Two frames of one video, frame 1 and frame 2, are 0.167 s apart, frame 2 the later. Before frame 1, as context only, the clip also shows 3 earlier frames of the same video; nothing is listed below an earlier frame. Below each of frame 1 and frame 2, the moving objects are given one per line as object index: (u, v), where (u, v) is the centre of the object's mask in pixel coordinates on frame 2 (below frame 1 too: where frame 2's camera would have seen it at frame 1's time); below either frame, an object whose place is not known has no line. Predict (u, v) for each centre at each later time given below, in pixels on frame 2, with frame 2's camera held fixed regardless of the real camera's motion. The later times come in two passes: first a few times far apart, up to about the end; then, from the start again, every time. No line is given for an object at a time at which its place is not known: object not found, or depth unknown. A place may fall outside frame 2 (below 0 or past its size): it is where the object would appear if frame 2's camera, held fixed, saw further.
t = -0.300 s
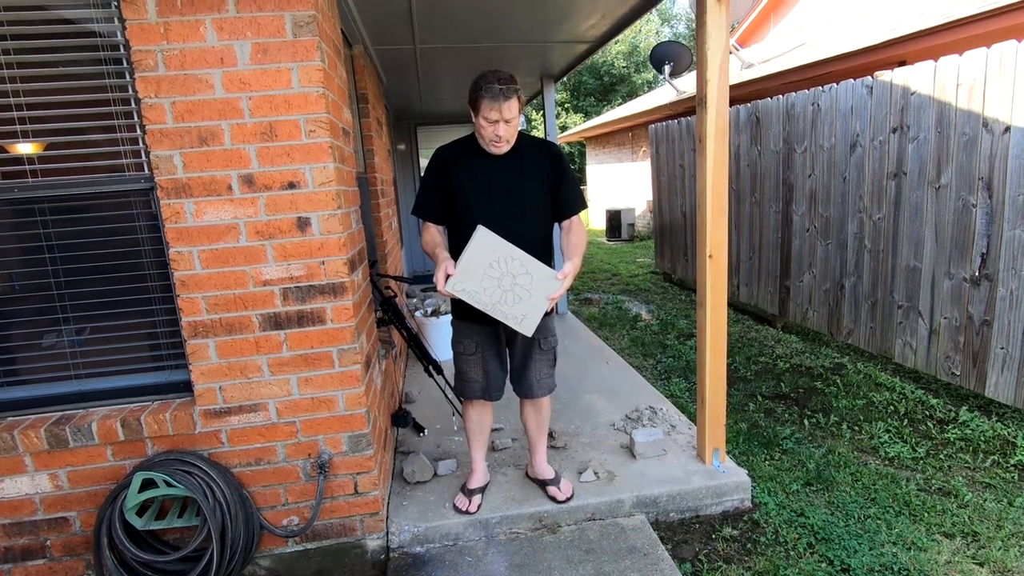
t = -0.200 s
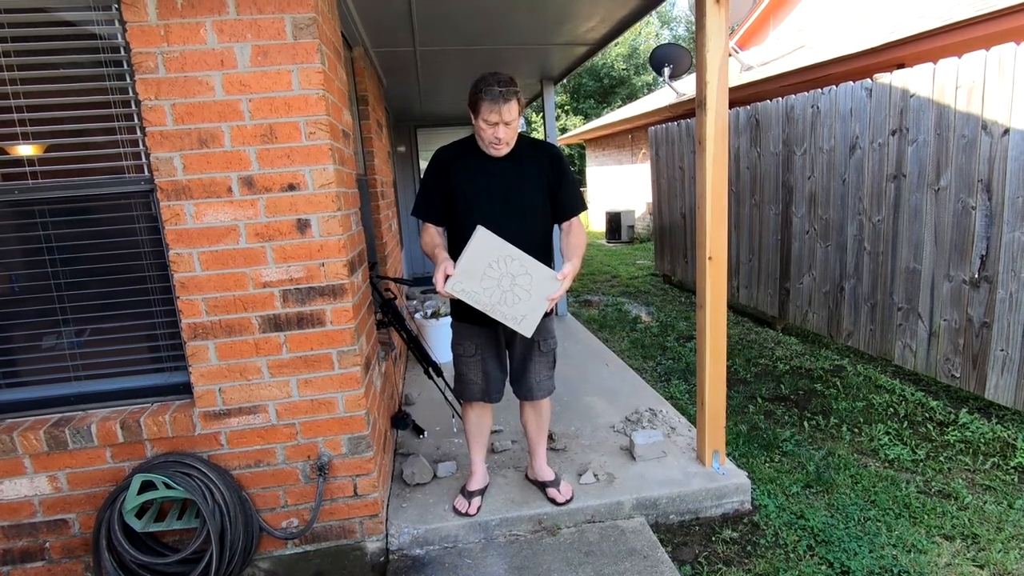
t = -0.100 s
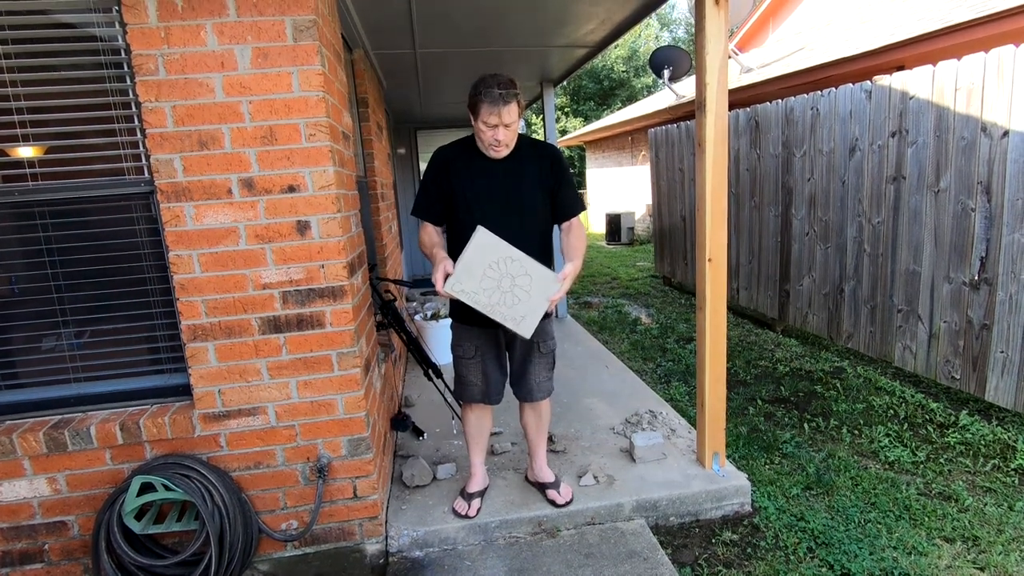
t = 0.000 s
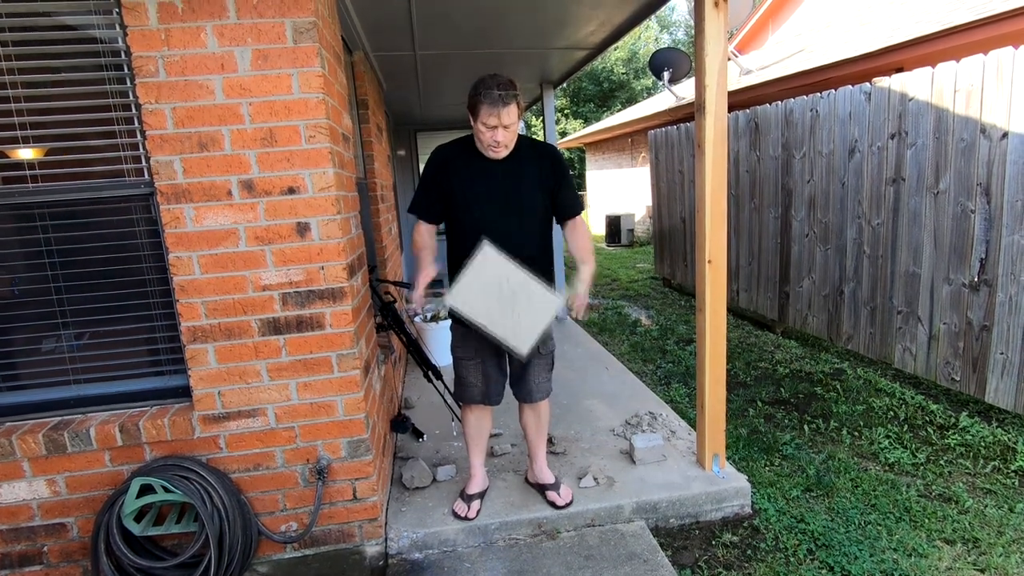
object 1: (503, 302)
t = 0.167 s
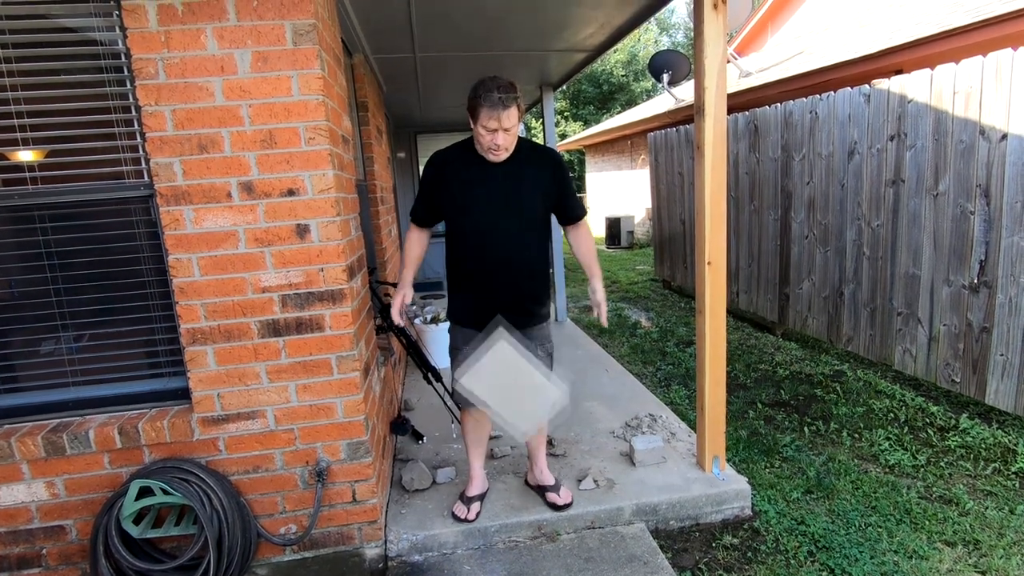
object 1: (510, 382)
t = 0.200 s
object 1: (512, 405)
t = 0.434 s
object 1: (523, 546)
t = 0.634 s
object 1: (525, 560)
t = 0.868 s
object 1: (525, 560)
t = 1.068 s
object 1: (523, 565)
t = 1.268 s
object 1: (522, 570)
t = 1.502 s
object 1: (521, 576)
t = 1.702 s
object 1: (520, 580)
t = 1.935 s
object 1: (519, 583)
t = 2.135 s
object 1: (519, 585)
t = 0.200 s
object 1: (512, 405)
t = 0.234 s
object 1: (515, 433)
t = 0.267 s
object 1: (518, 469)
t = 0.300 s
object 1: (522, 502)
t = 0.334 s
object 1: (523, 525)
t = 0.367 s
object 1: (523, 528)
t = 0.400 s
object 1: (522, 529)
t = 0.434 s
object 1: (523, 546)
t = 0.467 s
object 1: (520, 555)
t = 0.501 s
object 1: (521, 557)
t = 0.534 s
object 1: (524, 559)
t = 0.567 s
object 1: (528, 560)
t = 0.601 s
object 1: (527, 560)
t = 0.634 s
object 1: (525, 560)
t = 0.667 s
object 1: (524, 561)
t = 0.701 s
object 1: (525, 561)
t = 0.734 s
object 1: (525, 560)
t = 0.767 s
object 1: (525, 560)
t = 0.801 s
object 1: (525, 560)
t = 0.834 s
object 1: (525, 559)
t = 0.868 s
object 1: (525, 560)
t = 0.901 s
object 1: (525, 560)
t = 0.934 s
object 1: (525, 561)
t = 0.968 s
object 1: (524, 562)
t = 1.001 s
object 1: (524, 563)
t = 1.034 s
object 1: (523, 564)
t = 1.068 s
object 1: (523, 565)
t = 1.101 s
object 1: (523, 566)
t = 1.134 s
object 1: (523, 566)
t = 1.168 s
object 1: (522, 567)
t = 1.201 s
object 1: (522, 568)
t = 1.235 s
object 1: (522, 569)
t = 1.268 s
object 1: (522, 570)
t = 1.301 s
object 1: (522, 571)
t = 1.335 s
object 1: (521, 572)
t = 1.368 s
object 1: (521, 572)
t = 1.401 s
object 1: (521, 573)
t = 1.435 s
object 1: (521, 574)
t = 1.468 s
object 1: (521, 575)
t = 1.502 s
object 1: (521, 576)
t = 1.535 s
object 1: (521, 577)
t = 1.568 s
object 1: (520, 577)
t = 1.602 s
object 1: (520, 578)
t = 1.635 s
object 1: (520, 579)
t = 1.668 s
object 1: (520, 579)
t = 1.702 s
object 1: (520, 580)
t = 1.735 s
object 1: (520, 580)
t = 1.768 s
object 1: (520, 581)
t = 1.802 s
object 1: (520, 581)
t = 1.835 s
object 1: (520, 582)
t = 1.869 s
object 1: (519, 582)
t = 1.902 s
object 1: (519, 583)
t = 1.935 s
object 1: (519, 583)
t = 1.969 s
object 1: (519, 584)
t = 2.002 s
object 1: (519, 584)
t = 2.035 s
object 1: (519, 584)
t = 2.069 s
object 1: (519, 585)
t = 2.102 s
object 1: (519, 585)
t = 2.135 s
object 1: (519, 585)
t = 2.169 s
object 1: (518, 585)
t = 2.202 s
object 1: (518, 586)
